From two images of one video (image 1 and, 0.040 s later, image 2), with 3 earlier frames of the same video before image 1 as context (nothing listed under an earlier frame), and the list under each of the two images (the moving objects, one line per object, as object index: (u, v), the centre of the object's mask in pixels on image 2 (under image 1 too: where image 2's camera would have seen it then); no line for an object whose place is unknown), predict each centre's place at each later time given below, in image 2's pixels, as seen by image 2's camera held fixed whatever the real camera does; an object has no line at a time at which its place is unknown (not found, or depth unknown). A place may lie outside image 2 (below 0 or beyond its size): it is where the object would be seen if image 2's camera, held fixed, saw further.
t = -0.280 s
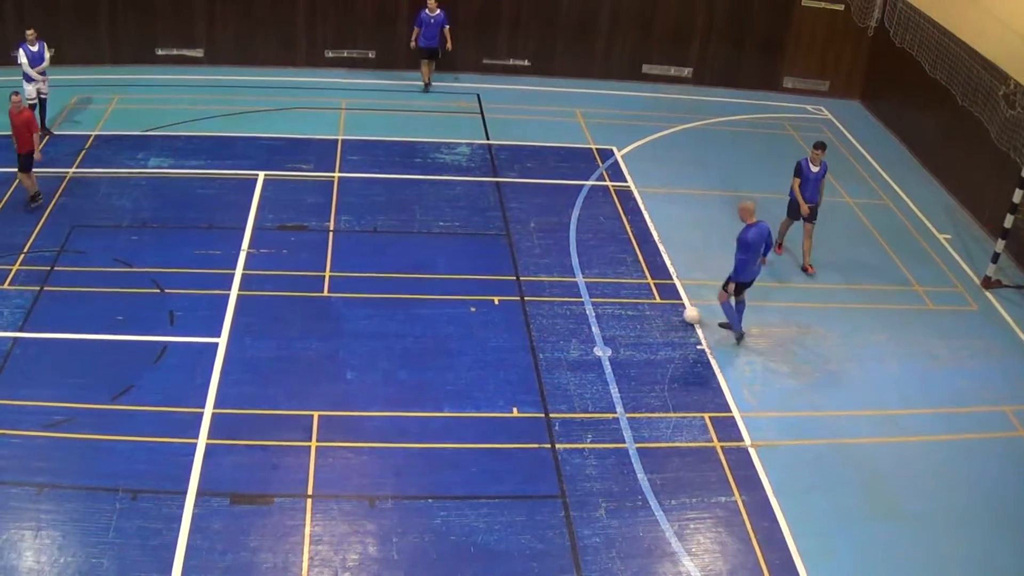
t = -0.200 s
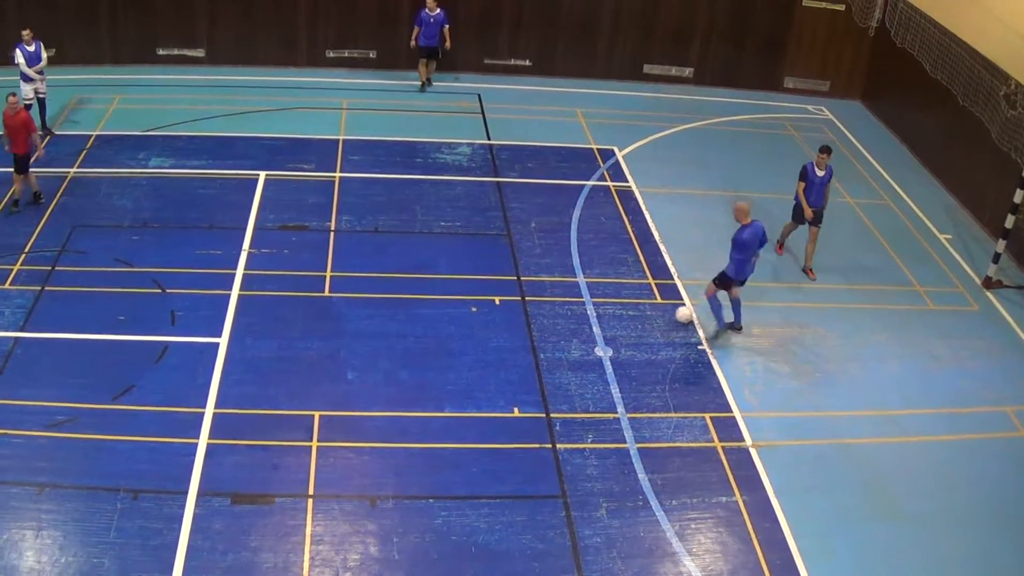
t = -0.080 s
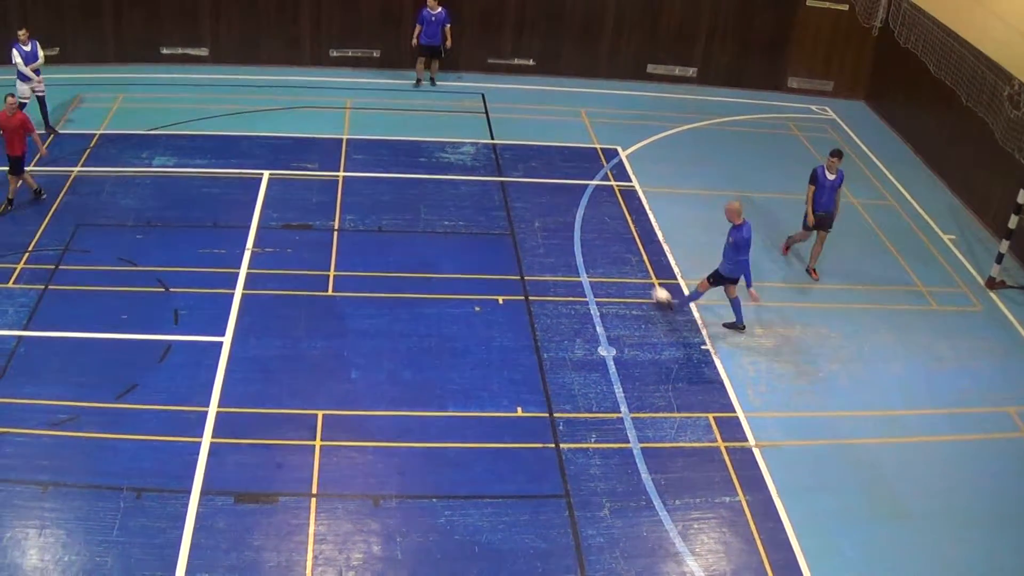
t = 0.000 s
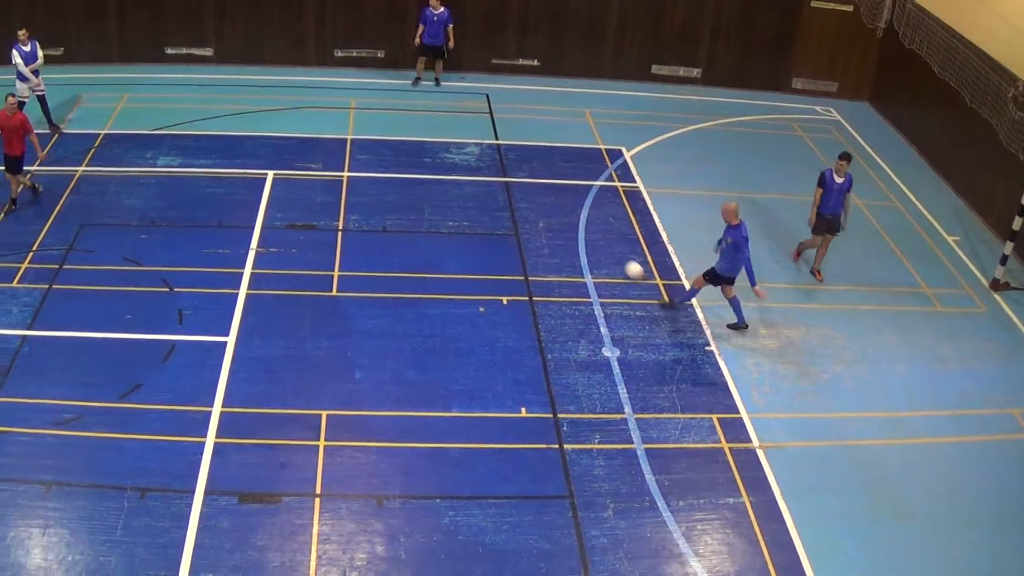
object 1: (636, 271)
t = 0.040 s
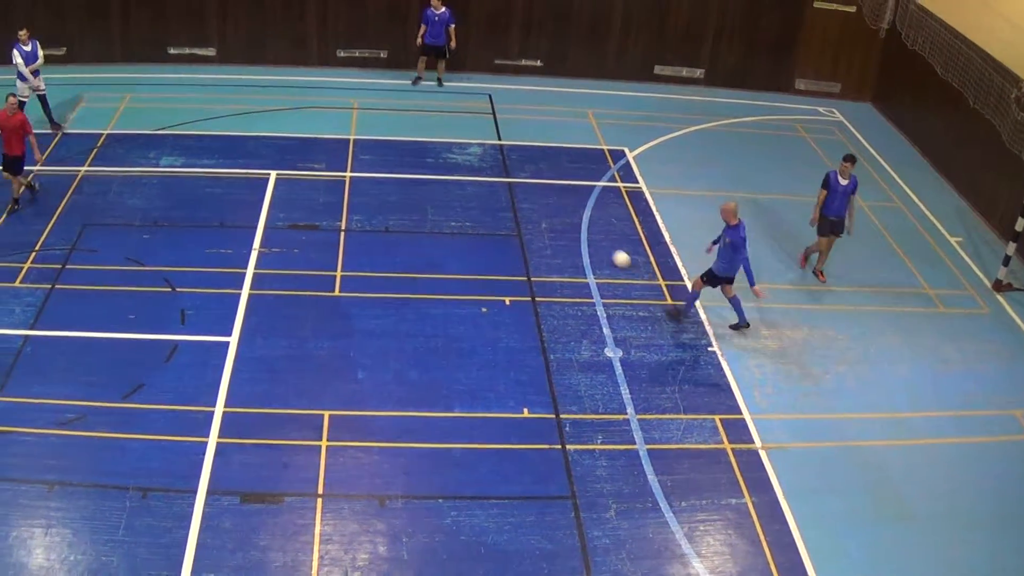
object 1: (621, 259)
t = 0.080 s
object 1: (609, 247)
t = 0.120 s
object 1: (598, 236)
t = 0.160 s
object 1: (588, 227)
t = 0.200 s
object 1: (577, 217)
